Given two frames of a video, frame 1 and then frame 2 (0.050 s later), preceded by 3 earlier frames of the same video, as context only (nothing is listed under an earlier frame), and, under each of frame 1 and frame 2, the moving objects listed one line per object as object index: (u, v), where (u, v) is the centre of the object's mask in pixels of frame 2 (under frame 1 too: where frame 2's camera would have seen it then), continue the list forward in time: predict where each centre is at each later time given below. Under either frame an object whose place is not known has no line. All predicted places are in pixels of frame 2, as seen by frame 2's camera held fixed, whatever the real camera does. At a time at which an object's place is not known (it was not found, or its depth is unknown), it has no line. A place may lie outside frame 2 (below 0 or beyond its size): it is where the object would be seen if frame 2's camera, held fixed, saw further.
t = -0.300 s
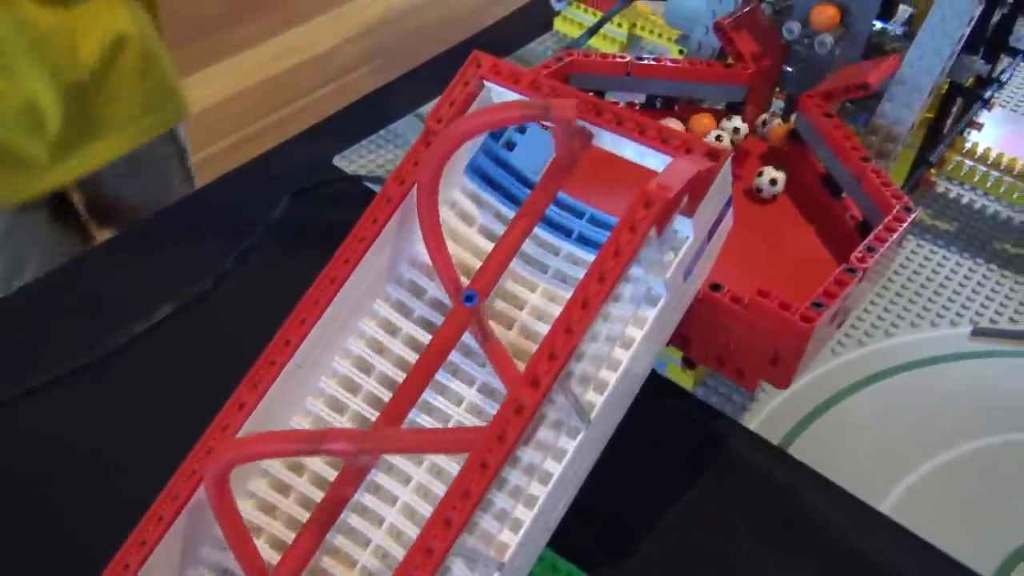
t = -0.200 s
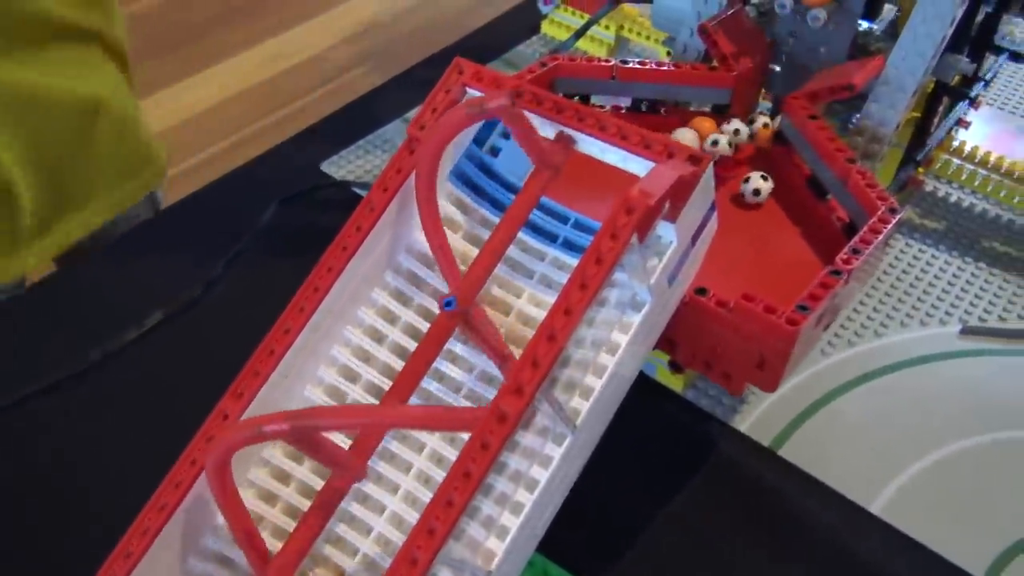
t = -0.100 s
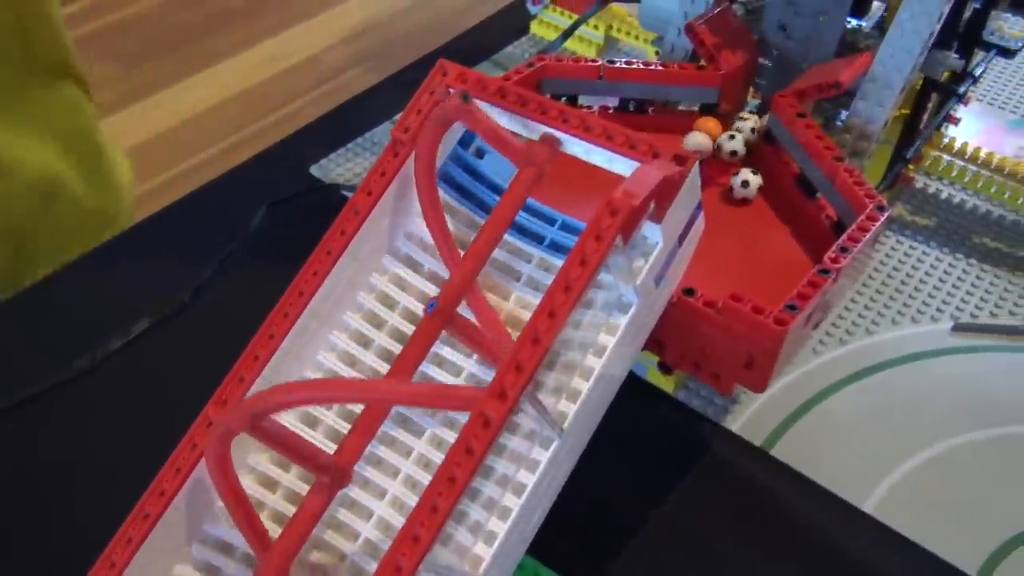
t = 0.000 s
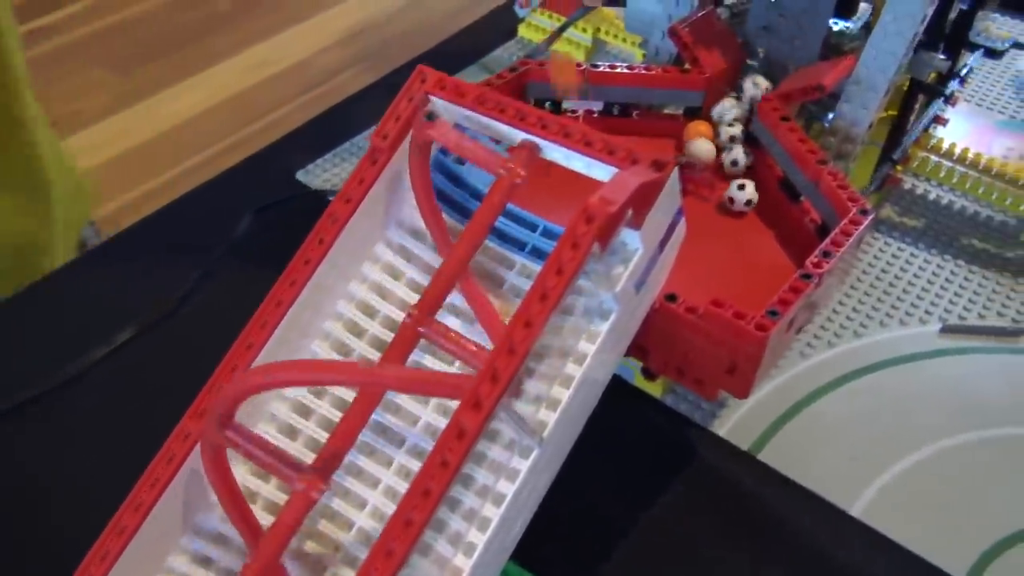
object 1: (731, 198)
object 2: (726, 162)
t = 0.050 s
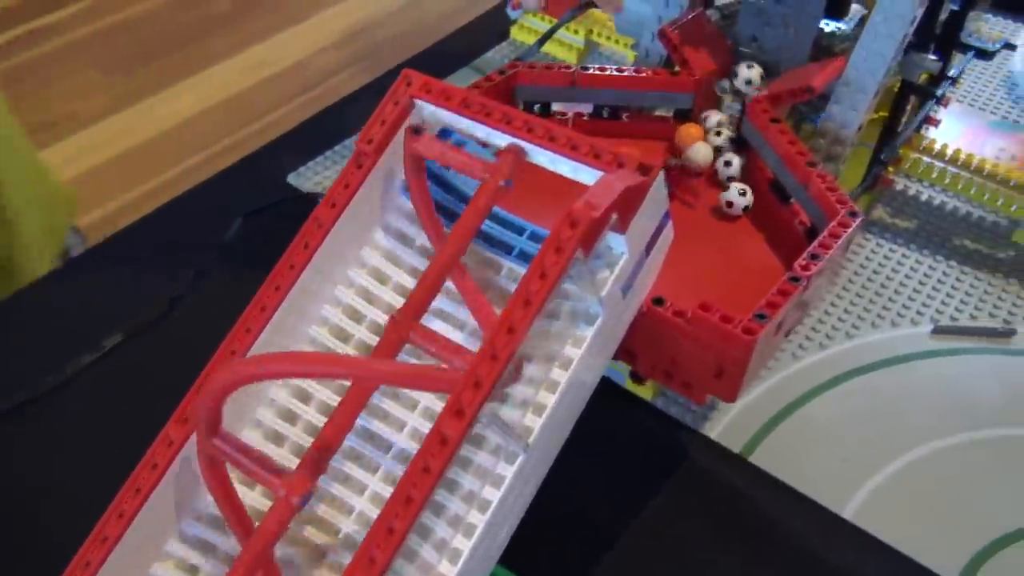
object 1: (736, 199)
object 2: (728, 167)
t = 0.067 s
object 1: (737, 199)
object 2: (730, 169)
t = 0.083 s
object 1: (739, 199)
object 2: (731, 170)
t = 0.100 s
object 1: (740, 199)
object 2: (731, 172)
